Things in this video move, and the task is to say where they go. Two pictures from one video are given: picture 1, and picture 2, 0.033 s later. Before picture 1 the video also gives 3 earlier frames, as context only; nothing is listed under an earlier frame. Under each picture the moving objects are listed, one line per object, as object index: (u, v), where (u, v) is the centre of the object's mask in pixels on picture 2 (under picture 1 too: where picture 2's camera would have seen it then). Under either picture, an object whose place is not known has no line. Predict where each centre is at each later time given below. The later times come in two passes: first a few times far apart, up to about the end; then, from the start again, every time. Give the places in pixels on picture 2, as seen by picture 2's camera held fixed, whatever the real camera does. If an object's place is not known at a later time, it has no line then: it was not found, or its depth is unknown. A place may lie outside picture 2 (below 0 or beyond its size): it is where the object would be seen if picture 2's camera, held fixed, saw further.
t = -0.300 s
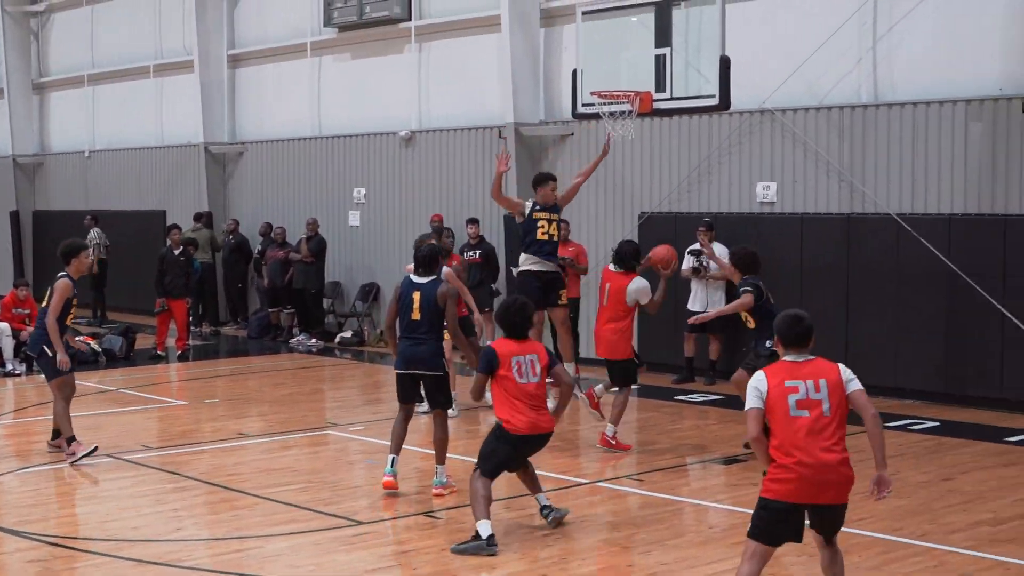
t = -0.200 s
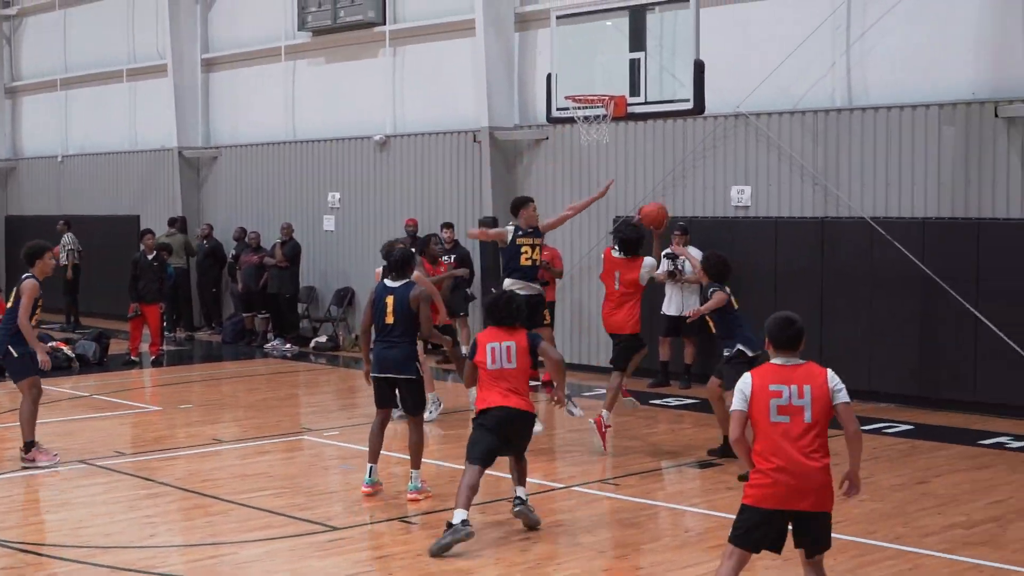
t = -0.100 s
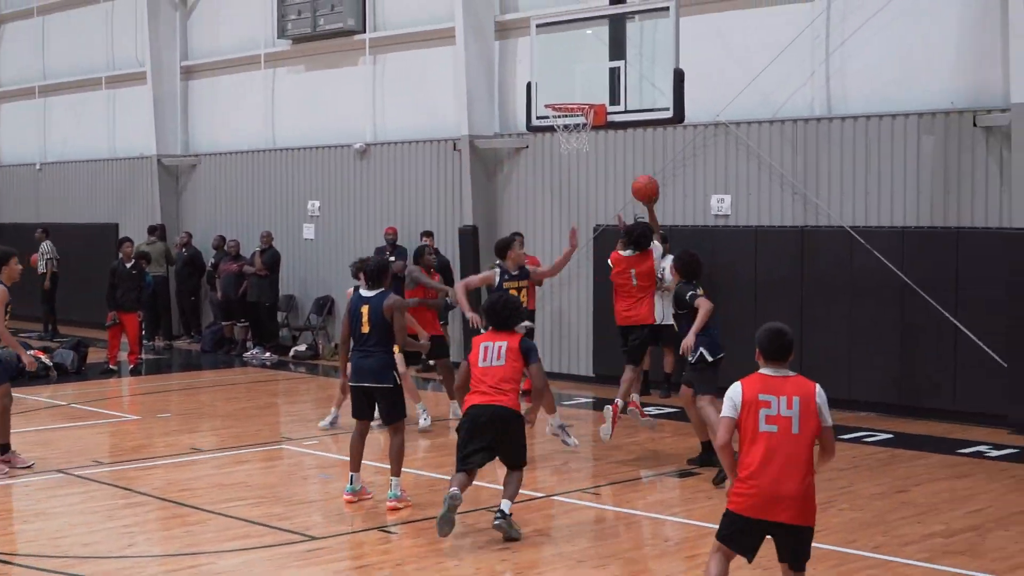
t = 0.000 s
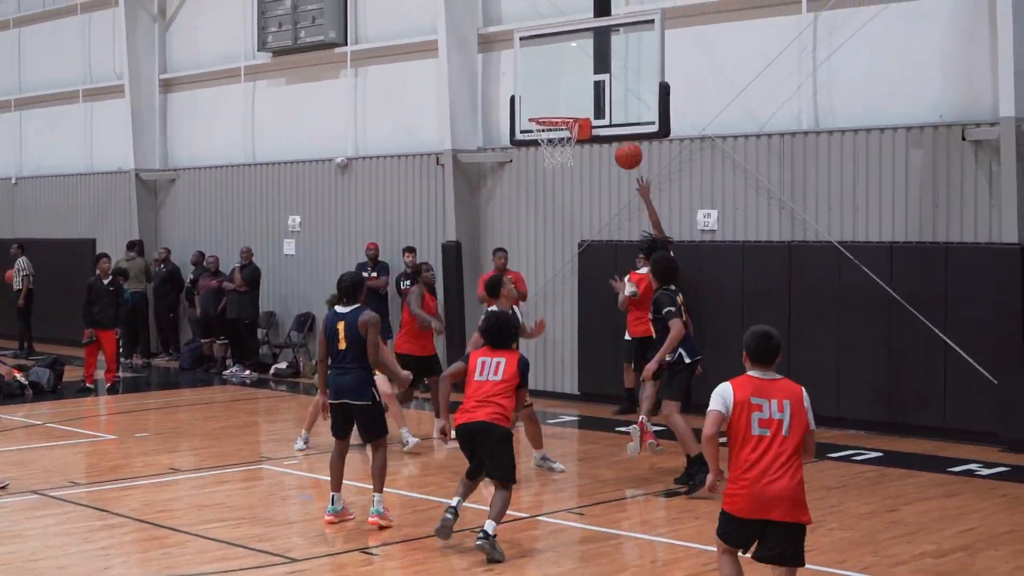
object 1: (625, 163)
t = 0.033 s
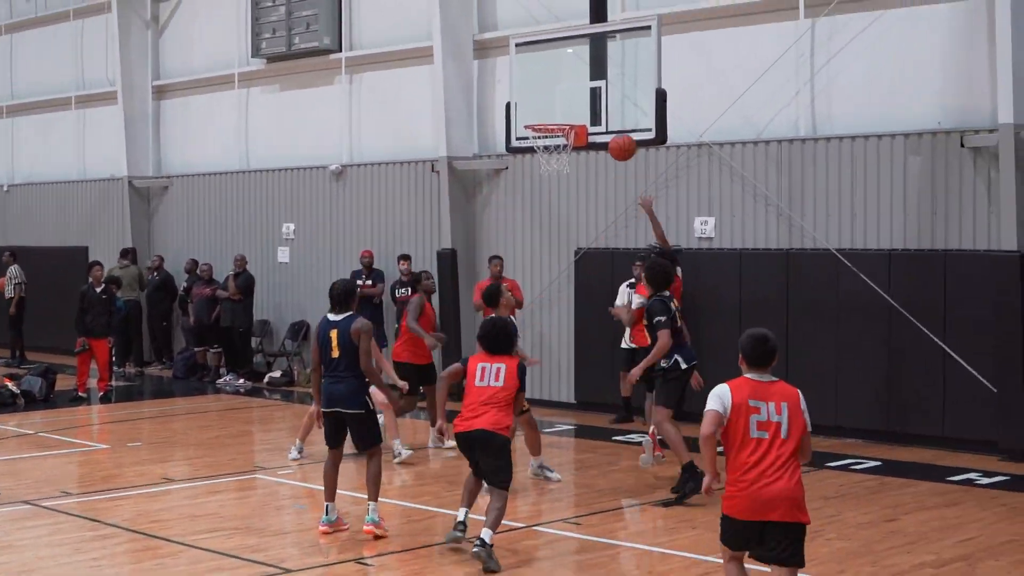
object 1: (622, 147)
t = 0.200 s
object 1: (609, 92)
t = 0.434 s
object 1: (579, 78)
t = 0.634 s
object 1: (549, 115)
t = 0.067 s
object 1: (620, 134)
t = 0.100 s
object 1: (617, 121)
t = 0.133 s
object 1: (614, 110)
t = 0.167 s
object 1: (611, 100)
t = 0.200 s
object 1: (609, 92)
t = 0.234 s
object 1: (606, 85)
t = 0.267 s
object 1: (604, 79)
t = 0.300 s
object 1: (599, 77)
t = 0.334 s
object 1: (594, 75)
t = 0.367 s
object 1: (589, 75)
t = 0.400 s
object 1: (584, 76)
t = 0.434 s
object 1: (579, 78)
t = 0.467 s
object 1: (574, 81)
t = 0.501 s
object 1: (569, 86)
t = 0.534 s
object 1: (564, 92)
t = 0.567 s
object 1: (559, 99)
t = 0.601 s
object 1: (554, 107)
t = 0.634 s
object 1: (549, 115)
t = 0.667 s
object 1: (545, 127)
